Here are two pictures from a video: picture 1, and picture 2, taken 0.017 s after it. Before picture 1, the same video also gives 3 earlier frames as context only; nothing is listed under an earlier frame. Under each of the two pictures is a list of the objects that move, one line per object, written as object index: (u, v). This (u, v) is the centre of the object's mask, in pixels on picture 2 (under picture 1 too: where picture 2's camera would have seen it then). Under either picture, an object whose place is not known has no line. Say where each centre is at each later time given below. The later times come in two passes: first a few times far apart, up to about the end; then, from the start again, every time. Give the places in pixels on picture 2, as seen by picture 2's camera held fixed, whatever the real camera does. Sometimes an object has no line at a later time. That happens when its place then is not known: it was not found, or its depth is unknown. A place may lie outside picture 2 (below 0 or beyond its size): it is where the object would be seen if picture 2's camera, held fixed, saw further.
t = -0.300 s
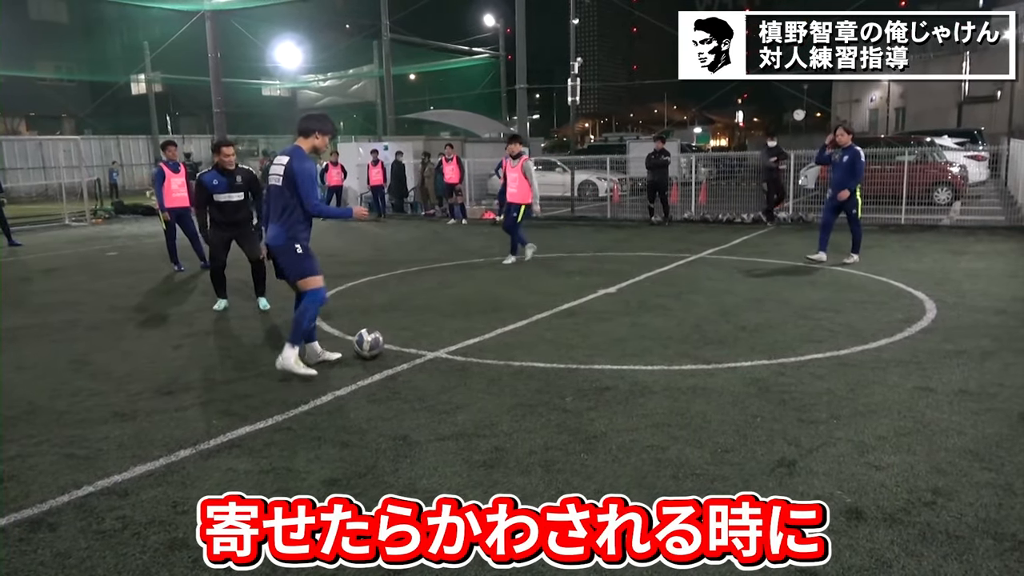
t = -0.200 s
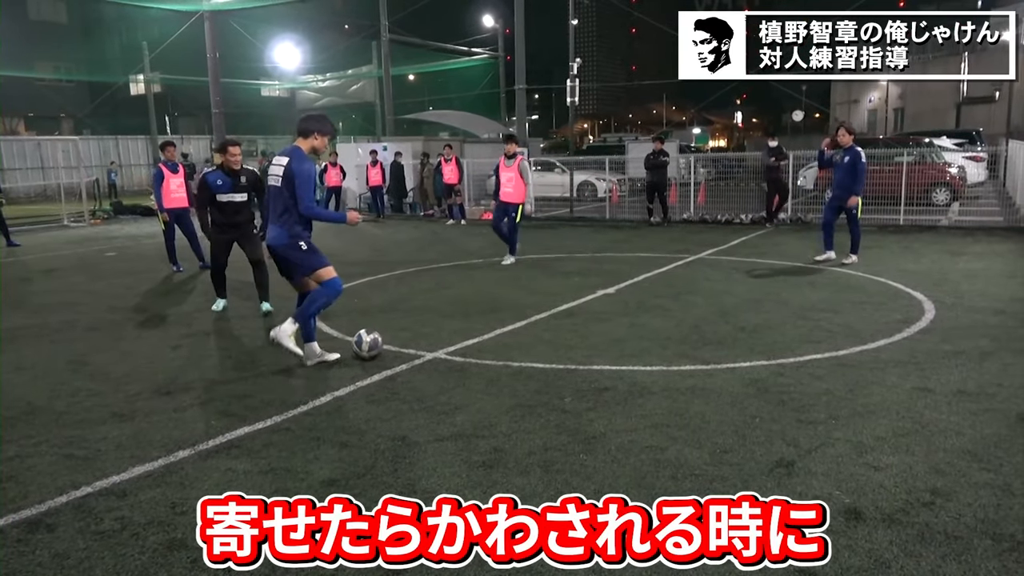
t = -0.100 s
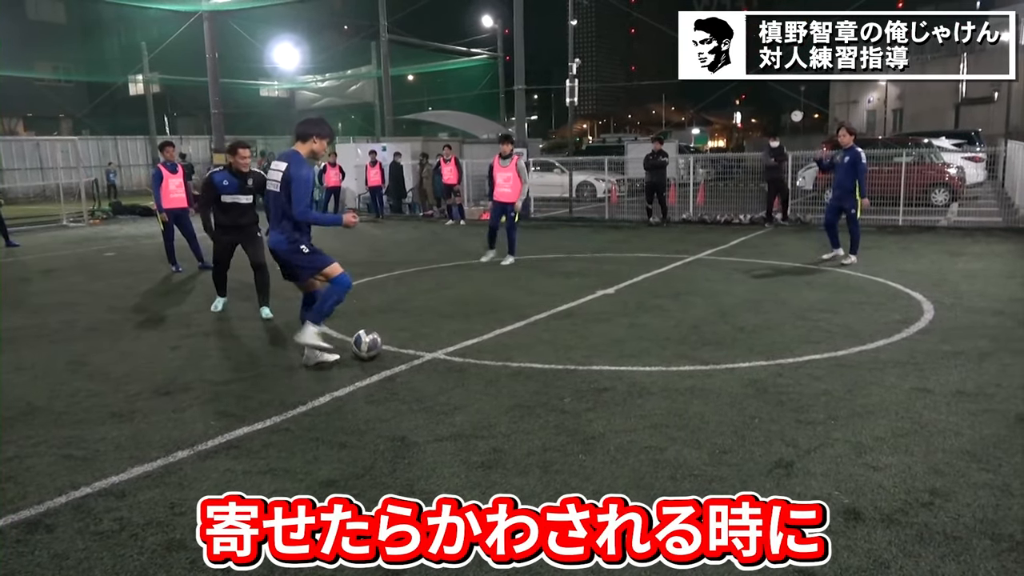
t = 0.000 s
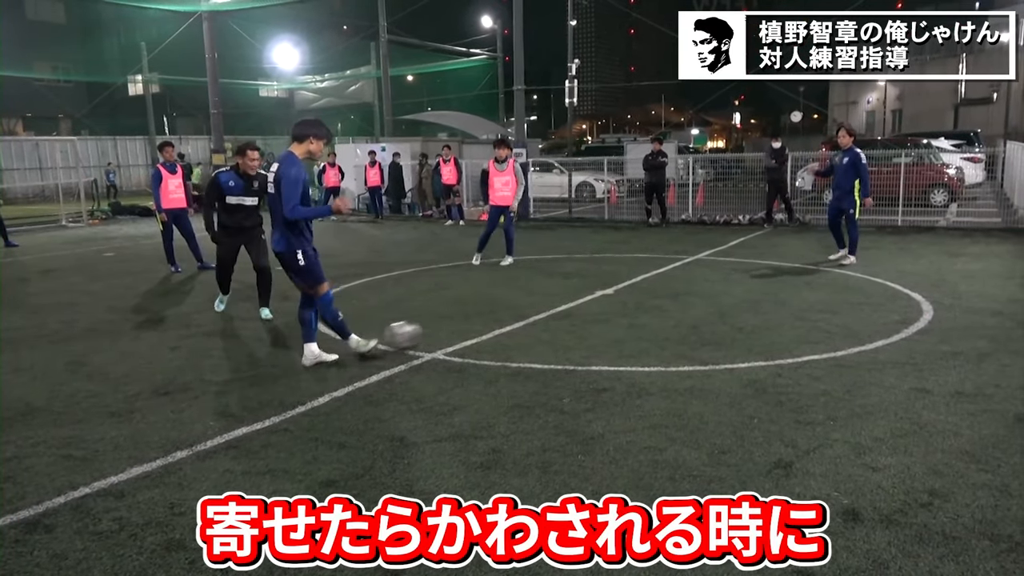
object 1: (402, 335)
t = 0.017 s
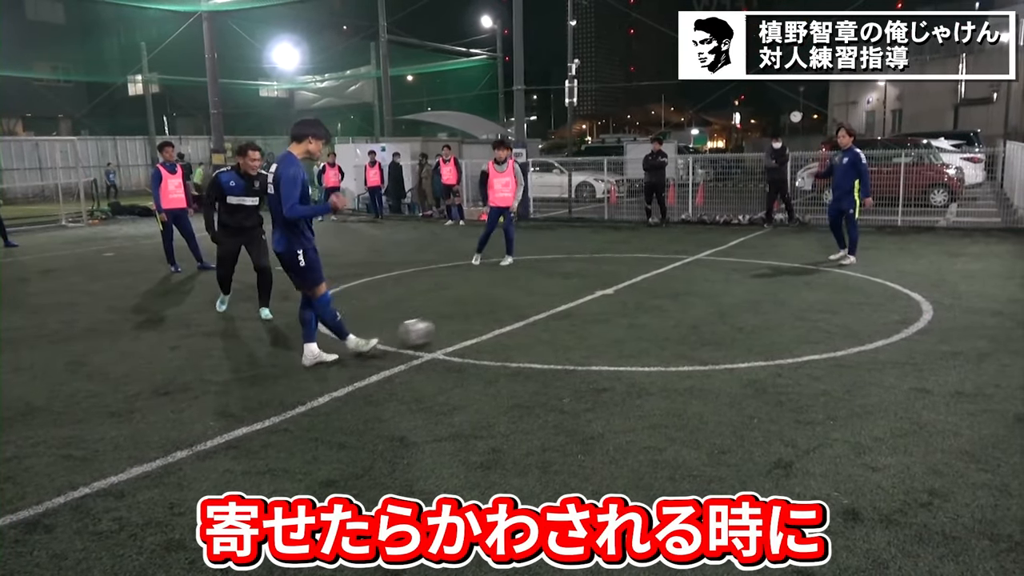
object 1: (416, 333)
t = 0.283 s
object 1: (572, 304)
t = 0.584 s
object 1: (667, 285)
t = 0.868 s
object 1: (730, 273)
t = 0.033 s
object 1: (429, 330)
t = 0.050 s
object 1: (441, 328)
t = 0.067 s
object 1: (454, 327)
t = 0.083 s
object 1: (466, 325)
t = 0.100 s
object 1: (477, 323)
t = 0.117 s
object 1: (487, 321)
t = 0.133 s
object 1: (497, 318)
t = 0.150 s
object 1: (507, 316)
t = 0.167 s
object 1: (516, 315)
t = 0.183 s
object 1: (525, 313)
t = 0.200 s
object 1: (534, 312)
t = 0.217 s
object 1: (543, 311)
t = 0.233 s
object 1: (550, 308)
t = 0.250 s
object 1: (557, 307)
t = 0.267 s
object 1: (565, 306)
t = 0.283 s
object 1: (572, 304)
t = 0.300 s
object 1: (579, 303)
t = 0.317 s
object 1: (585, 302)
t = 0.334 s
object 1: (591, 300)
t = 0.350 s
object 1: (598, 299)
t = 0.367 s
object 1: (604, 297)
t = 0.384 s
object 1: (609, 296)
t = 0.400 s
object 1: (615, 296)
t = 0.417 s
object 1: (622, 295)
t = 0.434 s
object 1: (626, 294)
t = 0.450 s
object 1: (632, 292)
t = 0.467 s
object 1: (636, 291)
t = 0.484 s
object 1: (641, 291)
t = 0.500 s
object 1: (646, 288)
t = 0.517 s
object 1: (649, 288)
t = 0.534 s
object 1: (654, 288)
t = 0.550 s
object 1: (659, 287)
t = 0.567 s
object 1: (663, 286)
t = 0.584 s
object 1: (667, 285)
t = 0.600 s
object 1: (672, 284)
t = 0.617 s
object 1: (676, 283)
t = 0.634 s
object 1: (680, 282)
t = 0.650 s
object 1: (684, 281)
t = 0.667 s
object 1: (688, 280)
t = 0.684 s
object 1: (692, 279)
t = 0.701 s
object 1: (695, 279)
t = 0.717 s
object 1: (699, 278)
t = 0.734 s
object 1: (702, 278)
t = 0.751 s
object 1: (706, 277)
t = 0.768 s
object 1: (710, 276)
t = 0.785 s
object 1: (714, 275)
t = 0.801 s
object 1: (718, 275)
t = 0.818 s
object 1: (721, 275)
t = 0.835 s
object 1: (724, 274)
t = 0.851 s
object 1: (727, 273)
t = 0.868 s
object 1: (730, 273)
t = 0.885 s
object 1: (733, 272)
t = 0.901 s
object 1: (736, 271)
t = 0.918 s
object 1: (740, 270)
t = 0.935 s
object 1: (744, 270)
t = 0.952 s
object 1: (747, 270)
